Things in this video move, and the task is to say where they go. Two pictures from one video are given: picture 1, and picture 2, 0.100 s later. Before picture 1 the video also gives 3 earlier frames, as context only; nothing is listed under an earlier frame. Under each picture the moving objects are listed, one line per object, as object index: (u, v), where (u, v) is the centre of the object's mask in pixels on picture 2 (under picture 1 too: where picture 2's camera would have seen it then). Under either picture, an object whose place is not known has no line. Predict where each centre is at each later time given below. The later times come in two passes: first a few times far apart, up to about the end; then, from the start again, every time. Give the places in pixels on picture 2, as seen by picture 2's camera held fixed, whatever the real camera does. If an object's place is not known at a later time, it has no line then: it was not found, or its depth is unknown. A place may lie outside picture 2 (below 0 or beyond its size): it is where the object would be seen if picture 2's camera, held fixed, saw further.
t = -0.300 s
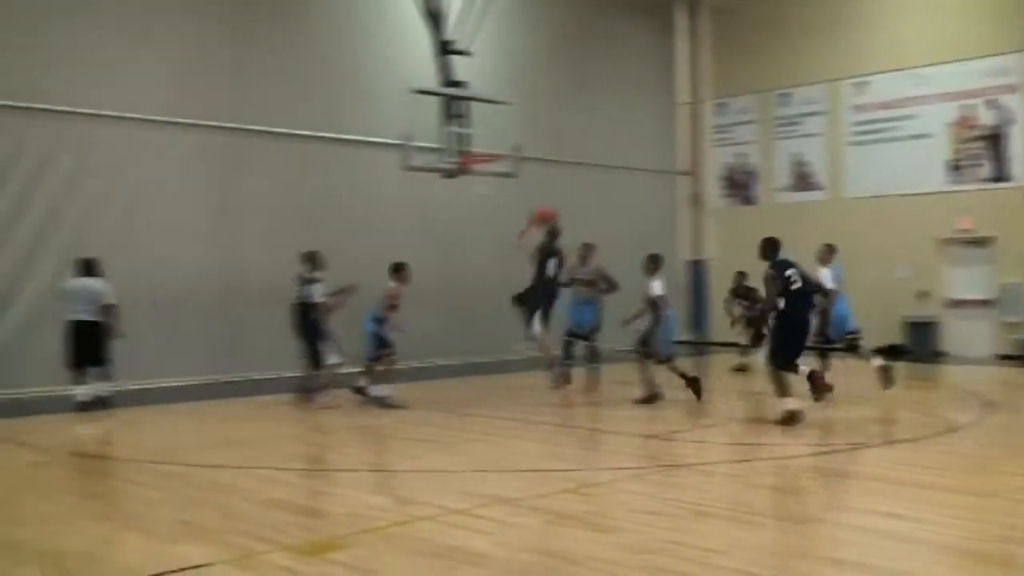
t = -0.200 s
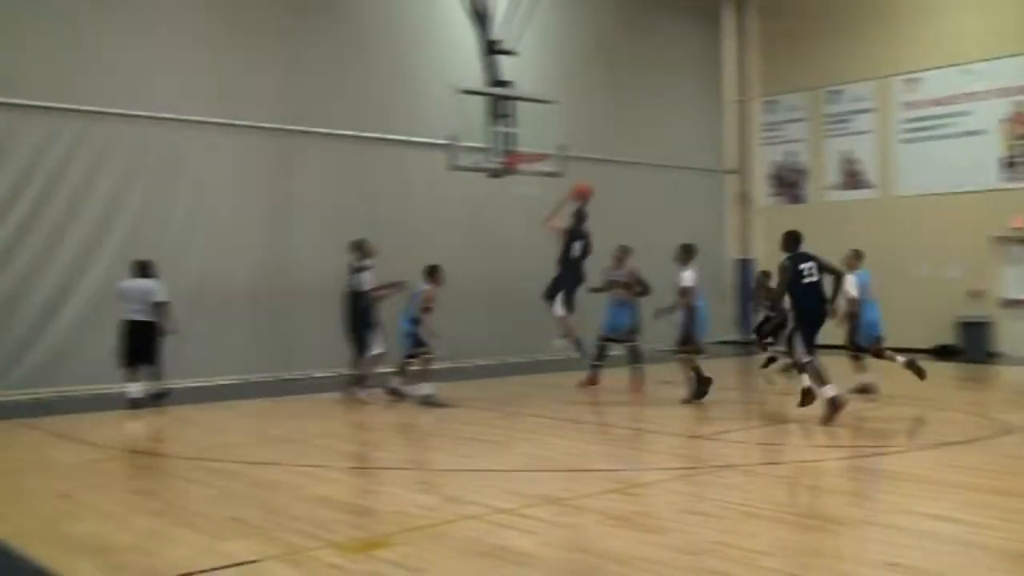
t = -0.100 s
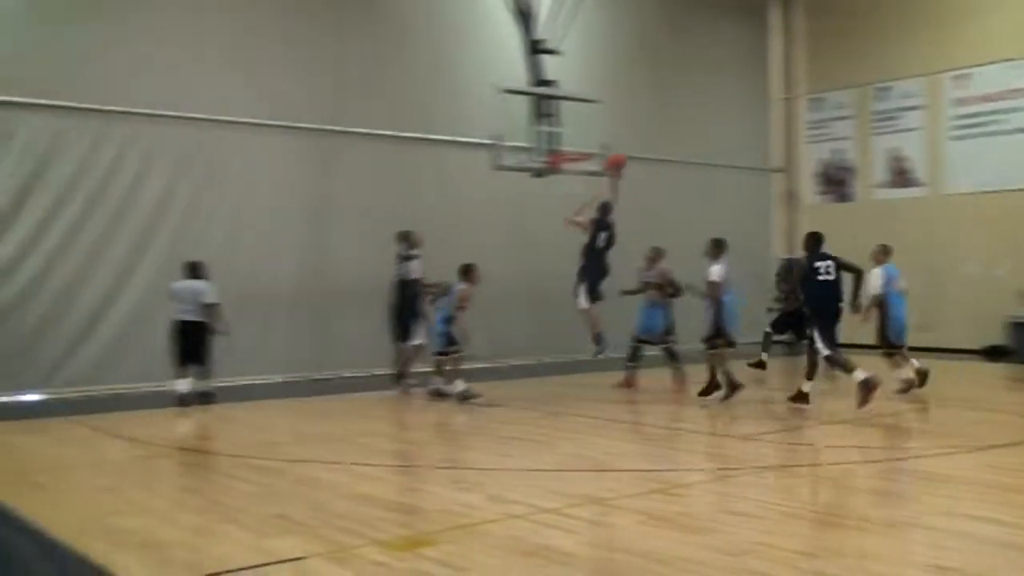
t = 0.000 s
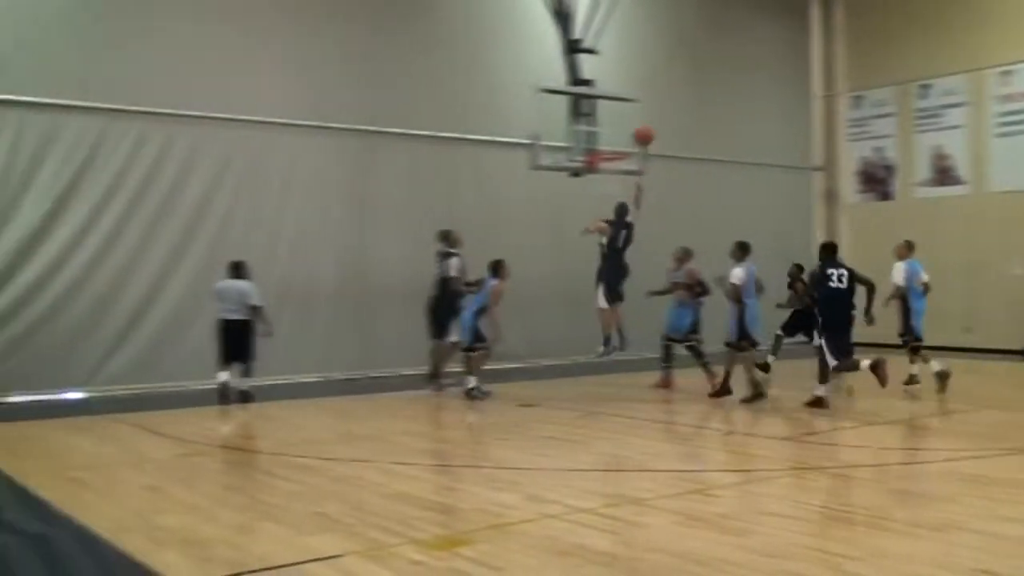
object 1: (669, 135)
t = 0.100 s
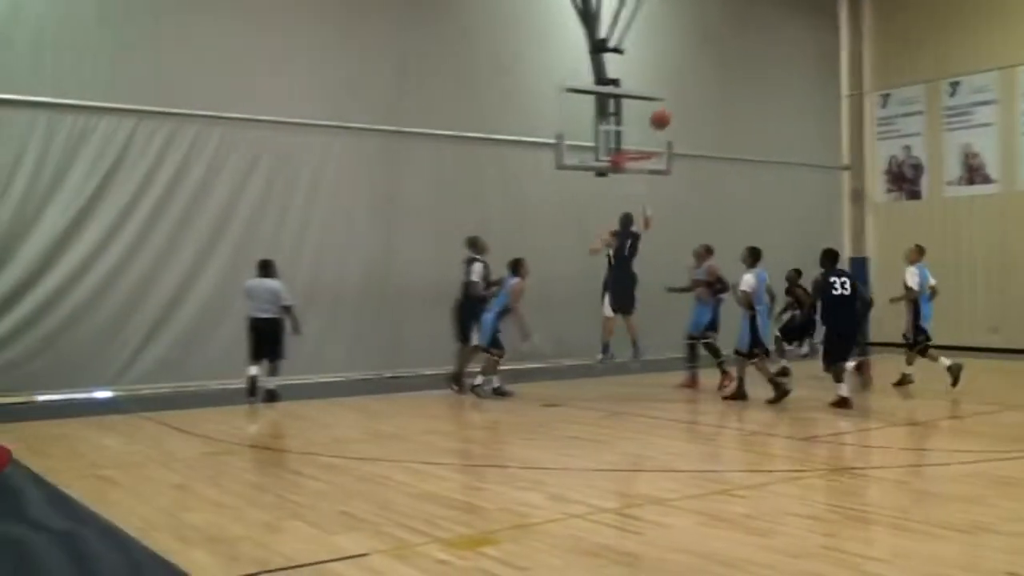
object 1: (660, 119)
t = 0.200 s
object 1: (652, 112)
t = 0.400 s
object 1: (636, 121)
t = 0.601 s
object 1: (626, 140)
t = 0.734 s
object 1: (635, 129)
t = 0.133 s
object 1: (657, 116)
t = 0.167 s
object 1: (654, 113)
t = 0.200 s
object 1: (652, 112)
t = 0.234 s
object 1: (649, 112)
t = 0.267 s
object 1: (646, 112)
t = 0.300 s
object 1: (644, 113)
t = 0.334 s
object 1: (641, 115)
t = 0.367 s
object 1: (638, 118)
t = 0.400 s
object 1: (636, 121)
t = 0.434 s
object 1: (634, 125)
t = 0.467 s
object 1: (631, 130)
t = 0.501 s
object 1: (629, 136)
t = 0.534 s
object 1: (627, 142)
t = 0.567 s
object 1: (627, 144)
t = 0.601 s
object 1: (626, 140)
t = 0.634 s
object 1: (628, 137)
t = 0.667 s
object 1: (630, 133)
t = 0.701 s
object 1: (632, 131)
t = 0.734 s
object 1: (635, 129)
